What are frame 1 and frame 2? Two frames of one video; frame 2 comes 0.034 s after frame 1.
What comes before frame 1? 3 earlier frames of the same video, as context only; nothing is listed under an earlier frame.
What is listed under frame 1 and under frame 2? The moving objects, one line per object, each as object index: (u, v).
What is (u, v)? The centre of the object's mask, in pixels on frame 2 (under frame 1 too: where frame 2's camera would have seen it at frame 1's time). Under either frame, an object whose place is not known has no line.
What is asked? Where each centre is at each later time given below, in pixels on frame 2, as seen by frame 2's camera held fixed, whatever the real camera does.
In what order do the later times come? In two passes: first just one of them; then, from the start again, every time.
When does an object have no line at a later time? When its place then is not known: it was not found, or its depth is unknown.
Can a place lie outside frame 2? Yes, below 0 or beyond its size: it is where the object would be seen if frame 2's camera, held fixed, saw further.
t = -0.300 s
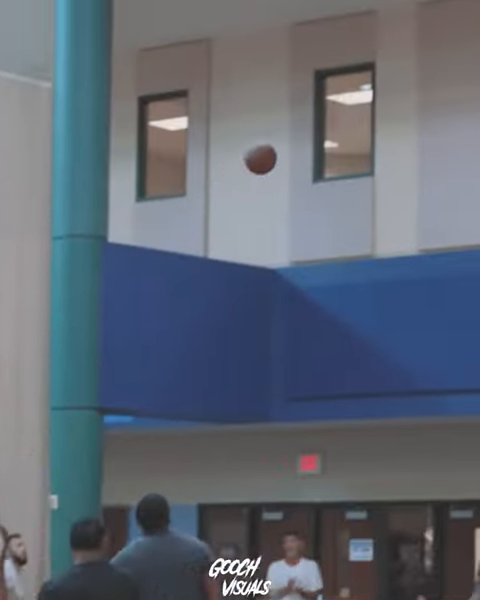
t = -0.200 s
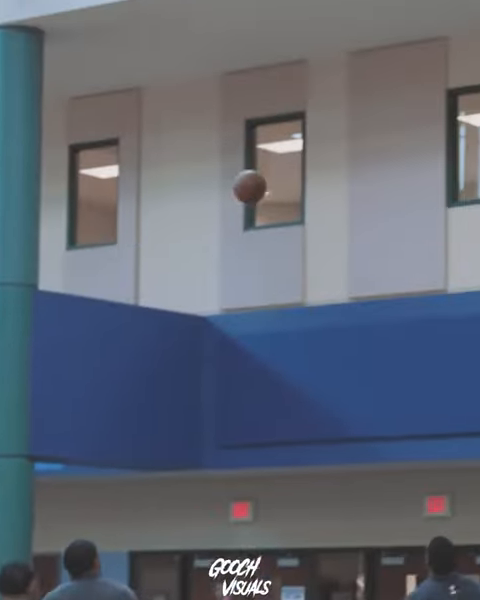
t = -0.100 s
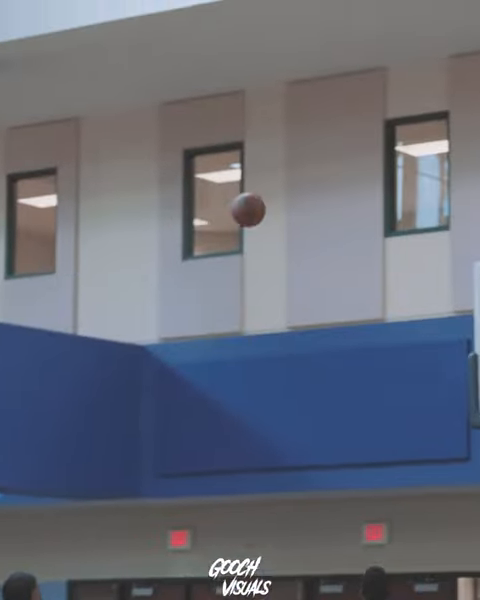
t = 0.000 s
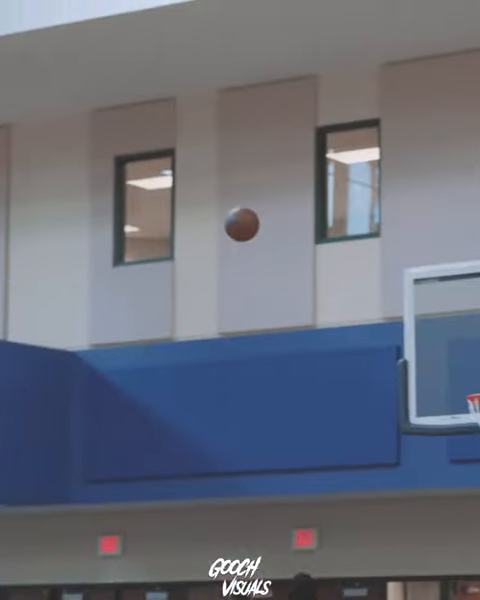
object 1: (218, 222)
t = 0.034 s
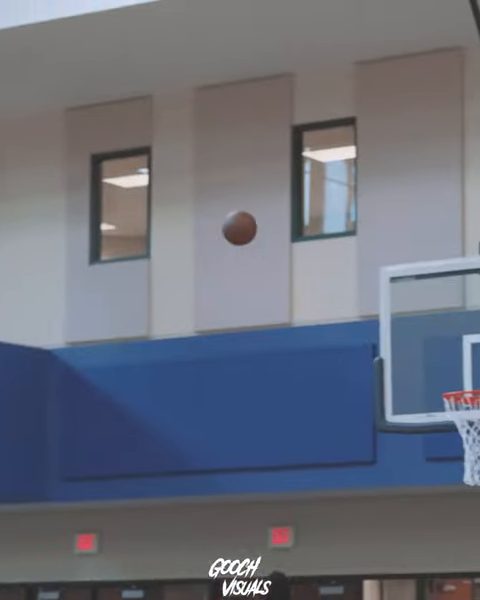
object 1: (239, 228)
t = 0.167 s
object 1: (330, 268)
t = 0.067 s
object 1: (259, 239)
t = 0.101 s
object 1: (281, 249)
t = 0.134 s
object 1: (303, 257)
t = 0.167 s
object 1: (330, 268)
